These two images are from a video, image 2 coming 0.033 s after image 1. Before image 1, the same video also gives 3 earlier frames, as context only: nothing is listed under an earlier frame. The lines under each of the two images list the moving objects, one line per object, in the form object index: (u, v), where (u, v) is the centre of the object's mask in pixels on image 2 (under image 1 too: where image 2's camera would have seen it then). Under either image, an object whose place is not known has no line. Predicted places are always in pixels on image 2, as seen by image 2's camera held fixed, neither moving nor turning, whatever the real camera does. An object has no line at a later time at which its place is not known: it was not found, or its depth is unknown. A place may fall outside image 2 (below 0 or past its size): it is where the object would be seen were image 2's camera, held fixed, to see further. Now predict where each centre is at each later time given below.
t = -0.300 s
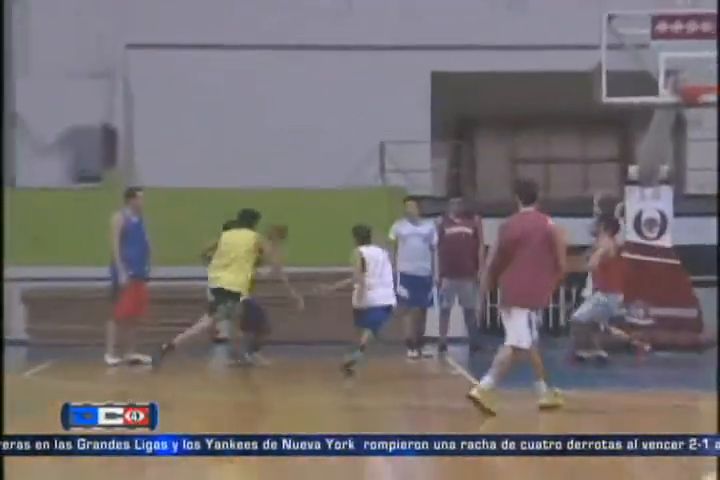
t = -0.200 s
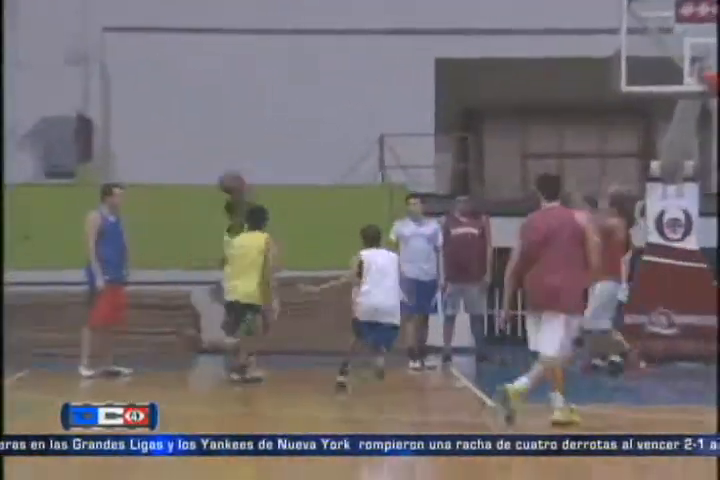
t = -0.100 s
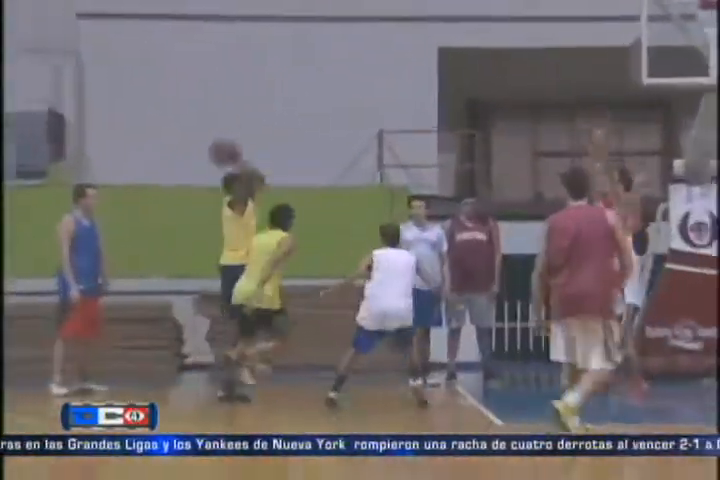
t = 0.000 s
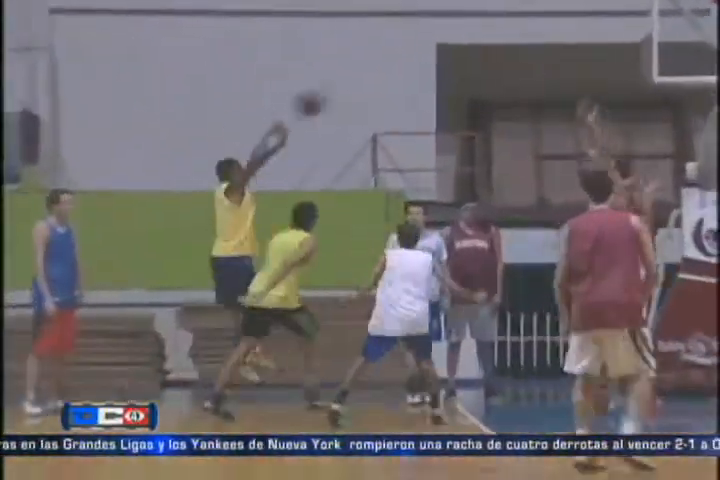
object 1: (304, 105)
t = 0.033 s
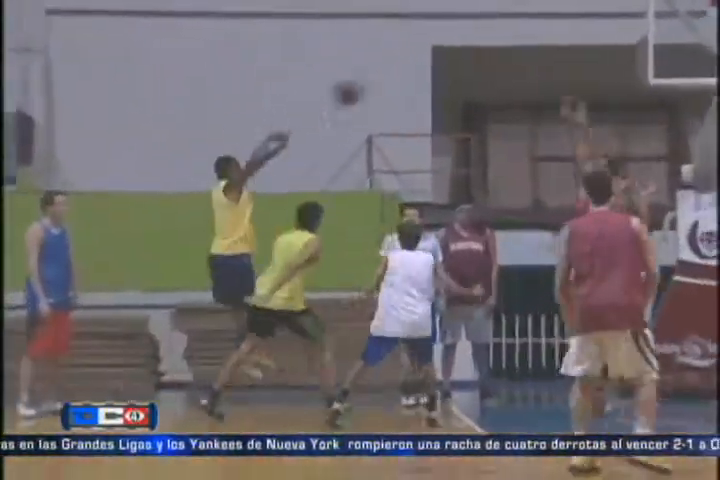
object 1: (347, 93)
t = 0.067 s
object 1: (392, 80)
